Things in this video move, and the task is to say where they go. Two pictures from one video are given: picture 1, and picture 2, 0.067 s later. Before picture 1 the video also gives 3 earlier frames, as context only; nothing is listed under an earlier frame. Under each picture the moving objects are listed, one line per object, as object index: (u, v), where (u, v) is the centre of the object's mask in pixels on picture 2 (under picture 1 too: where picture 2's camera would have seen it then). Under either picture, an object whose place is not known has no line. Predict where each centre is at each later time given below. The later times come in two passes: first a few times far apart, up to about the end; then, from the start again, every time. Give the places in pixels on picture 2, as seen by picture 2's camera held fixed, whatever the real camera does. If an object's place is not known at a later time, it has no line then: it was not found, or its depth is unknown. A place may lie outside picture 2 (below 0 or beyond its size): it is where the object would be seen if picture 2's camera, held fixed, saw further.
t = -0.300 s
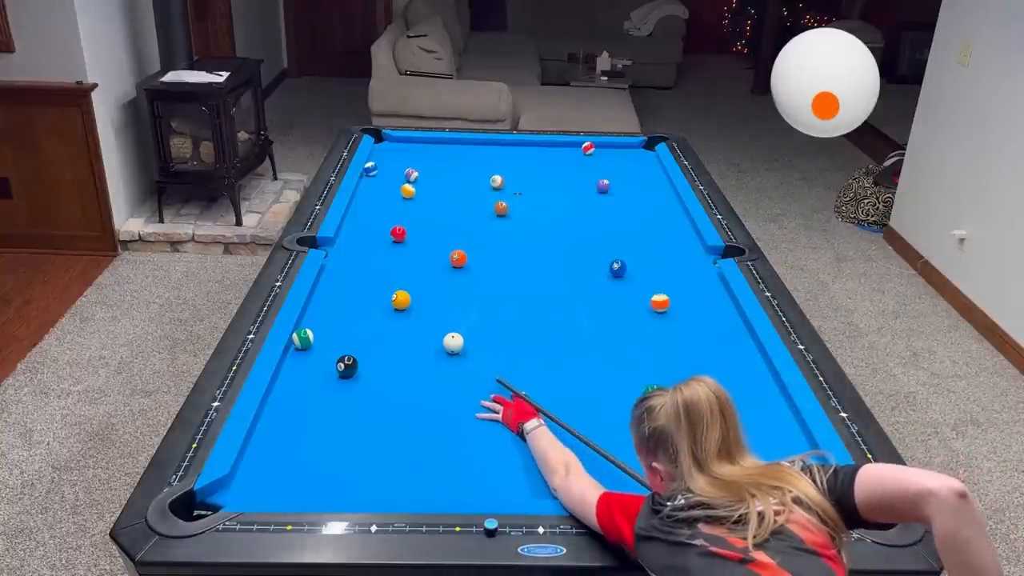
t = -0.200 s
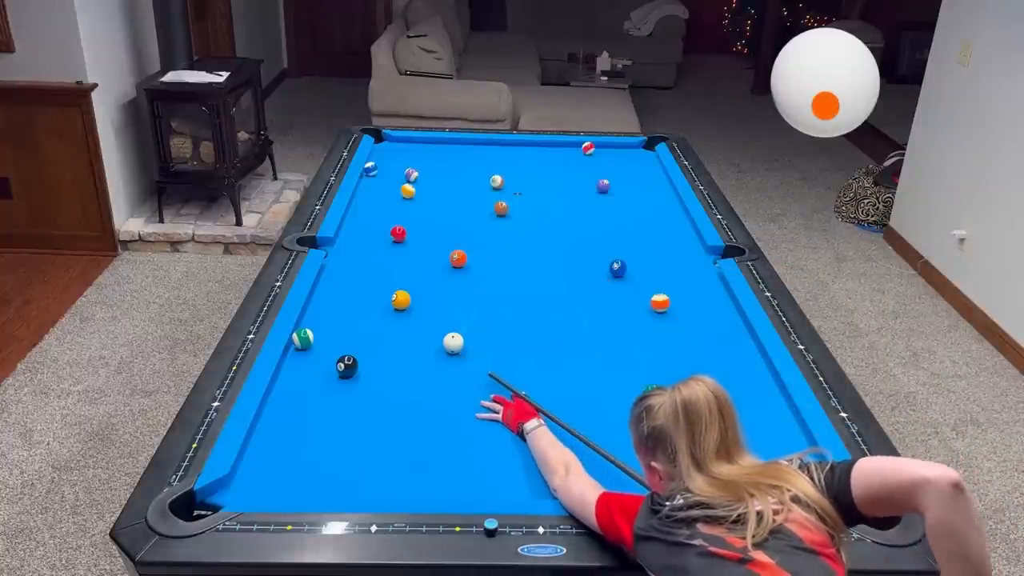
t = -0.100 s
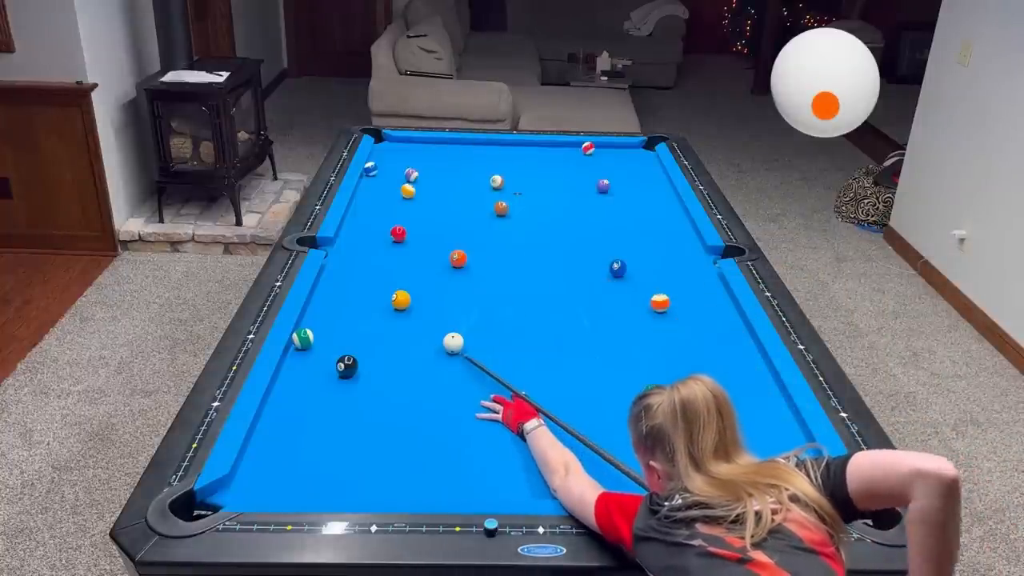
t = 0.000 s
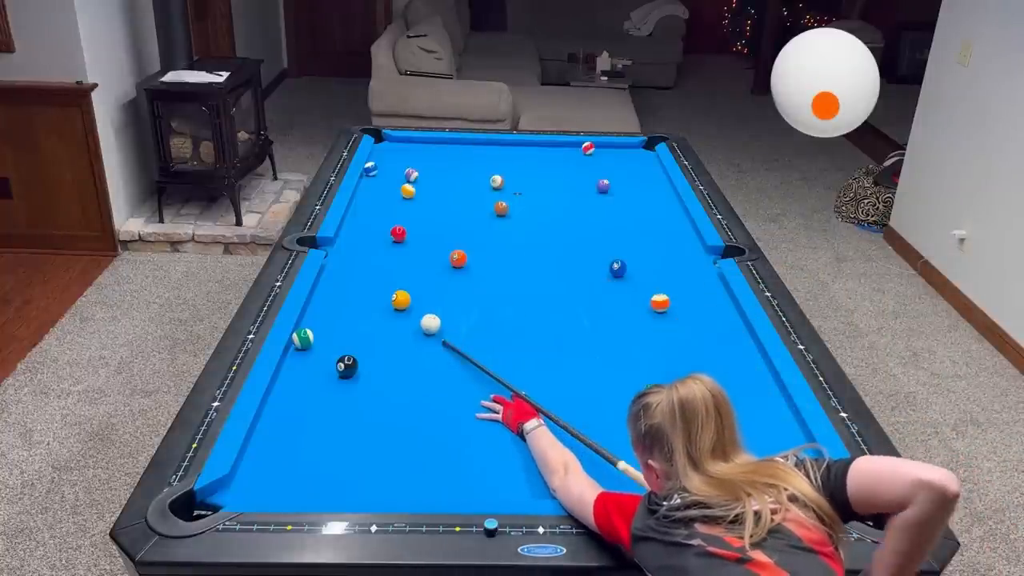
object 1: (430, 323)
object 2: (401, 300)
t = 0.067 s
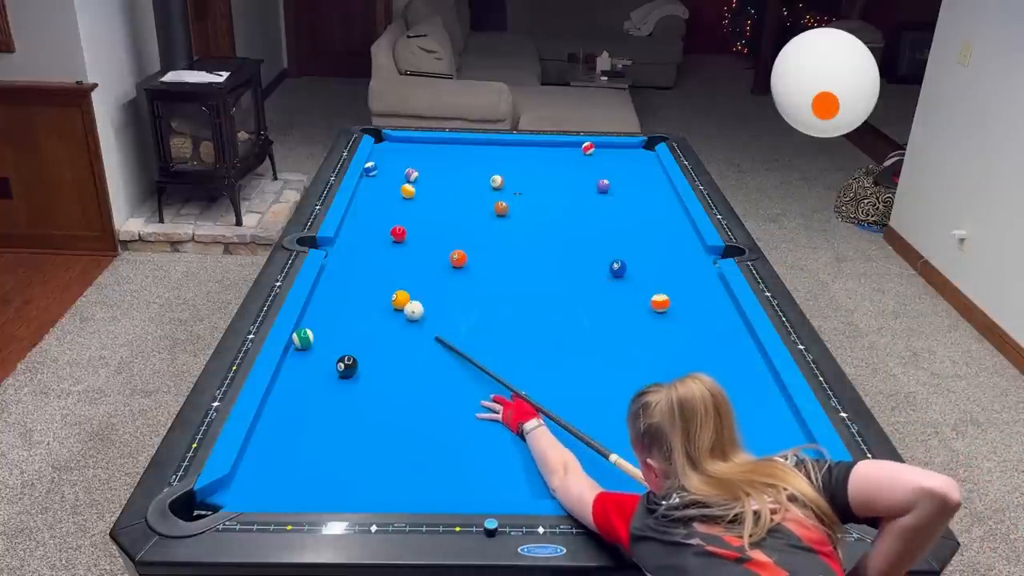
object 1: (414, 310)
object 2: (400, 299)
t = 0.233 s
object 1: (413, 308)
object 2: (370, 277)
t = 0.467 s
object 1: (418, 311)
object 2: (336, 250)
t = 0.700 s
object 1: (422, 313)
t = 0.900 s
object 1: (425, 315)
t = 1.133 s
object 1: (427, 316)
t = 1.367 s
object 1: (429, 317)
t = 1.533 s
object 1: (429, 317)
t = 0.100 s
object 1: (410, 306)
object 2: (396, 296)
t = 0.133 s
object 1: (411, 307)
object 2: (389, 291)
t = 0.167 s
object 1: (412, 308)
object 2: (383, 286)
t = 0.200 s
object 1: (413, 308)
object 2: (376, 281)
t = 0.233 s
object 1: (413, 308)
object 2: (370, 277)
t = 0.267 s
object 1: (414, 309)
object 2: (365, 272)
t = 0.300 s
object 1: (415, 309)
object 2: (360, 268)
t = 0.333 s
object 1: (415, 310)
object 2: (355, 265)
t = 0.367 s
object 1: (416, 310)
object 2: (350, 261)
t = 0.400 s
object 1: (417, 310)
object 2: (345, 257)
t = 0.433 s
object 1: (417, 311)
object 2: (340, 254)
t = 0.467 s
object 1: (418, 311)
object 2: (336, 250)
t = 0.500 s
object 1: (419, 311)
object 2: (332, 246)
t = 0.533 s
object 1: (419, 312)
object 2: (327, 243)
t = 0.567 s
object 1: (420, 312)
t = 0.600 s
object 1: (420, 312)
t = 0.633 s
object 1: (421, 313)
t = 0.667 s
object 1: (421, 313)
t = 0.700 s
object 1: (422, 313)
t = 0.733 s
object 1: (422, 313)
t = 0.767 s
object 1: (423, 314)
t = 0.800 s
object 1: (423, 314)
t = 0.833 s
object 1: (424, 314)
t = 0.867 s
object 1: (424, 314)
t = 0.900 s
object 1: (425, 315)
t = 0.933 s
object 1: (425, 315)
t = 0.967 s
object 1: (425, 315)
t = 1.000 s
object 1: (426, 315)
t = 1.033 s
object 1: (426, 315)
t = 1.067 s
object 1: (426, 315)
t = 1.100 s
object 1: (427, 316)
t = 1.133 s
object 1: (427, 316)
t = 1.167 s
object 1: (428, 316)
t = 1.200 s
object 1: (428, 316)
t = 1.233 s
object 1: (428, 316)
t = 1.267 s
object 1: (428, 316)
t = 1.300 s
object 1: (428, 316)
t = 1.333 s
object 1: (428, 317)
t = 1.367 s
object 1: (429, 317)
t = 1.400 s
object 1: (429, 317)
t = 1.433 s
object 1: (429, 317)
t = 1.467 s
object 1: (429, 317)
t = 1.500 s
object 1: (429, 317)
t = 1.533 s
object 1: (429, 317)
